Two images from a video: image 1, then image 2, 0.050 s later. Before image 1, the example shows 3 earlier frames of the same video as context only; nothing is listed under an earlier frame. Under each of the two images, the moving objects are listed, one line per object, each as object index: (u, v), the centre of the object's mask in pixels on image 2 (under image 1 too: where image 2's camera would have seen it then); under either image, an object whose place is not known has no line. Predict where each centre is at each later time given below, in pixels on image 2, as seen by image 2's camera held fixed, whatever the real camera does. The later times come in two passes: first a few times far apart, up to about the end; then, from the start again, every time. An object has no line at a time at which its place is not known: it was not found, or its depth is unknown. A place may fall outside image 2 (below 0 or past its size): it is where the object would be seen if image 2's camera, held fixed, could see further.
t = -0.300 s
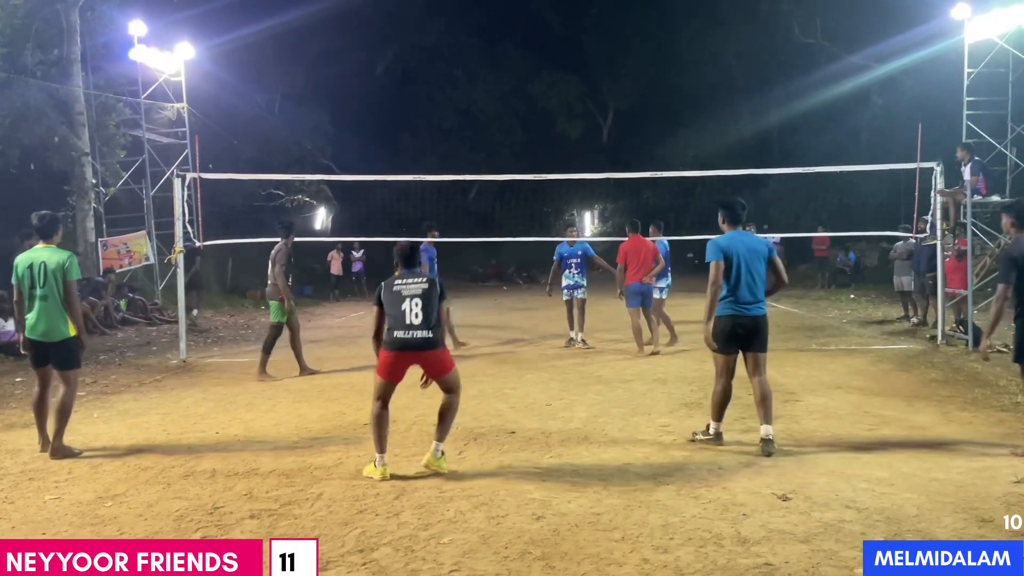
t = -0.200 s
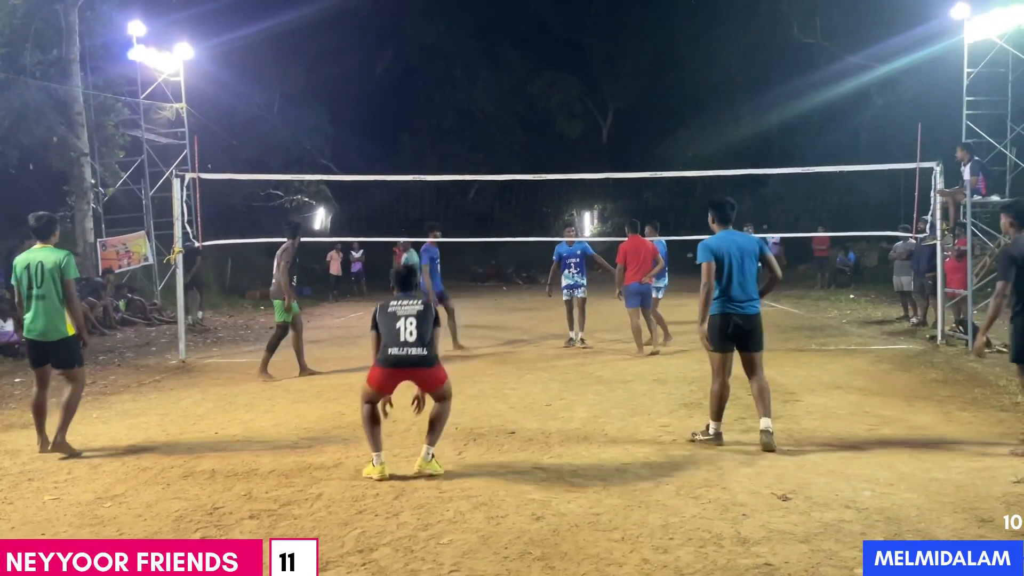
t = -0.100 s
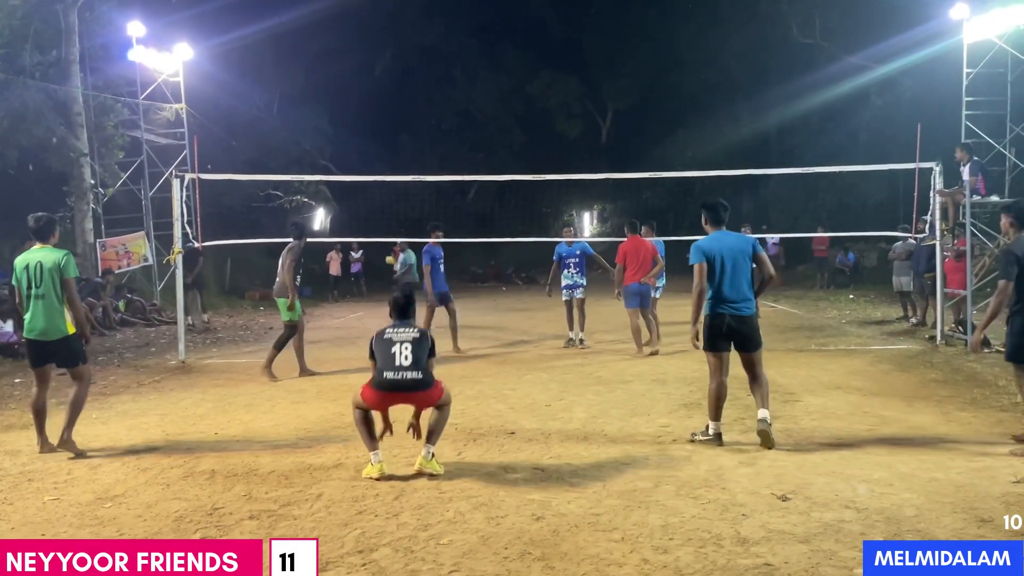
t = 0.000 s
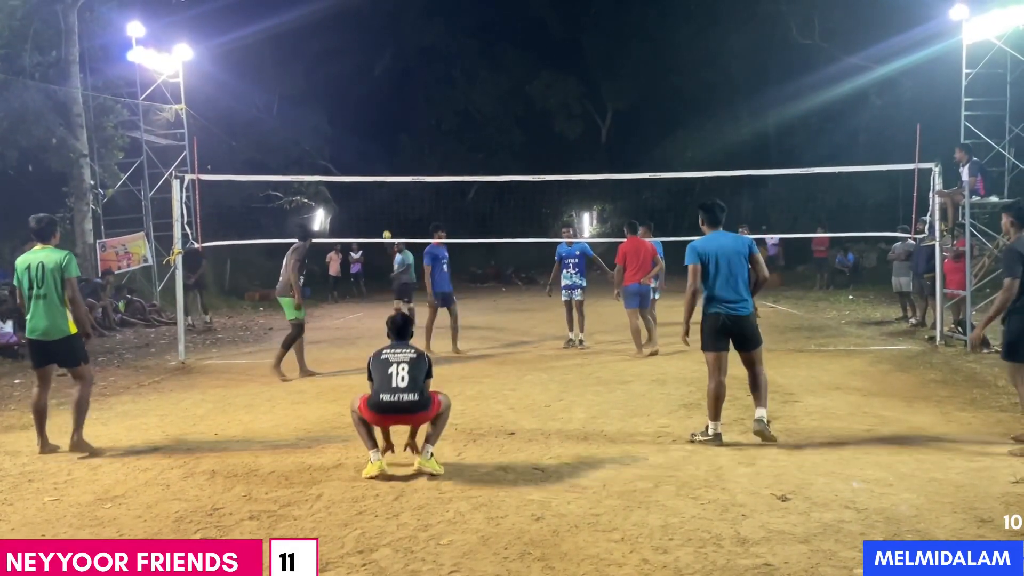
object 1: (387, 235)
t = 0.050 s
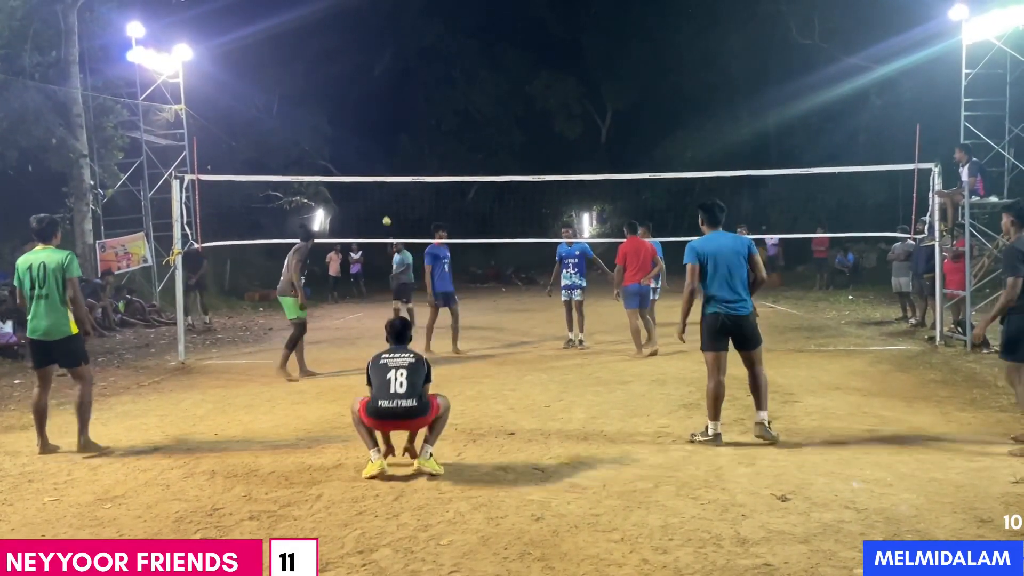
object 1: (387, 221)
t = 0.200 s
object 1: (387, 184)
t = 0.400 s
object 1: (389, 146)
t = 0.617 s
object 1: (391, 121)
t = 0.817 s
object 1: (395, 116)
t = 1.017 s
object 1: (399, 126)
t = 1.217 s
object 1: (404, 152)
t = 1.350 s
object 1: (408, 179)
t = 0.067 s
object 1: (387, 216)
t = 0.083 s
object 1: (387, 212)
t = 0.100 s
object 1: (387, 208)
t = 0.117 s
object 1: (387, 203)
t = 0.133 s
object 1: (387, 199)
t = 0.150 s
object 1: (387, 195)
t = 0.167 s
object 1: (387, 191)
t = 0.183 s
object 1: (387, 187)
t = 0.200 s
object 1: (387, 184)
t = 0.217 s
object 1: (388, 183)
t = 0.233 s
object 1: (387, 174)
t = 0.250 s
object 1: (387, 172)
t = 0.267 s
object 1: (388, 169)
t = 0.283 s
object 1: (388, 165)
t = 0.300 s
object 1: (388, 162)
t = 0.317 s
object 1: (388, 159)
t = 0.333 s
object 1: (388, 156)
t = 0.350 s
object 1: (388, 154)
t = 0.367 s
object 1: (388, 151)
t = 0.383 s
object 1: (388, 148)
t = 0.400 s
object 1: (389, 146)
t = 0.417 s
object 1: (389, 143)
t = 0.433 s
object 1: (389, 141)
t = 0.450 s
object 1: (389, 138)
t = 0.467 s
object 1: (389, 136)
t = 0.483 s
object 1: (390, 134)
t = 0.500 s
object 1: (390, 132)
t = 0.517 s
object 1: (390, 130)
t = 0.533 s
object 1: (390, 129)
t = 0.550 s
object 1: (390, 127)
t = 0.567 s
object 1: (391, 126)
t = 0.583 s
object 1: (391, 124)
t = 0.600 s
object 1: (391, 123)
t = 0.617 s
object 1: (391, 121)
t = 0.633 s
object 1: (391, 120)
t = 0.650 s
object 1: (392, 119)
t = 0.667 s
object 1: (392, 118)
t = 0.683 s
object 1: (392, 118)
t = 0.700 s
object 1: (393, 117)
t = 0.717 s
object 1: (393, 116)
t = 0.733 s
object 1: (393, 116)
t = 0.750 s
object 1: (393, 116)
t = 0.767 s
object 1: (394, 116)
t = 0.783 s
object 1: (394, 116)
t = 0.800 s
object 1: (394, 116)
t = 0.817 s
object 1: (395, 116)
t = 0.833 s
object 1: (395, 116)
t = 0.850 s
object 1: (395, 116)
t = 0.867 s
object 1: (396, 116)
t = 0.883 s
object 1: (396, 117)
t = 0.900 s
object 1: (396, 118)
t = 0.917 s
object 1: (396, 119)
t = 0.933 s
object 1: (397, 119)
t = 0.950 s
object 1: (397, 121)
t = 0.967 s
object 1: (397, 122)
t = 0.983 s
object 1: (398, 123)
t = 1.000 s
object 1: (398, 124)
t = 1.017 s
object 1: (399, 126)
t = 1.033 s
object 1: (399, 127)
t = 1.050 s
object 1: (399, 129)
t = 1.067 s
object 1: (400, 131)
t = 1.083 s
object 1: (400, 133)
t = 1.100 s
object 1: (401, 135)
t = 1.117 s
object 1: (401, 137)
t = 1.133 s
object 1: (401, 139)
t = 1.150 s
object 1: (402, 141)
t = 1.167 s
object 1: (402, 144)
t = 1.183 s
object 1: (403, 147)
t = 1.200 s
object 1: (403, 150)
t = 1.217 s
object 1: (404, 152)
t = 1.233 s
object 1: (404, 155)
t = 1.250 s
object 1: (405, 158)
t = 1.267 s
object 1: (405, 161)
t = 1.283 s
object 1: (406, 165)
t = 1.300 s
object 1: (406, 168)
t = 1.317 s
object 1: (407, 171)
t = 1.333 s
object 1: (407, 174)
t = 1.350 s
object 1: (408, 179)
